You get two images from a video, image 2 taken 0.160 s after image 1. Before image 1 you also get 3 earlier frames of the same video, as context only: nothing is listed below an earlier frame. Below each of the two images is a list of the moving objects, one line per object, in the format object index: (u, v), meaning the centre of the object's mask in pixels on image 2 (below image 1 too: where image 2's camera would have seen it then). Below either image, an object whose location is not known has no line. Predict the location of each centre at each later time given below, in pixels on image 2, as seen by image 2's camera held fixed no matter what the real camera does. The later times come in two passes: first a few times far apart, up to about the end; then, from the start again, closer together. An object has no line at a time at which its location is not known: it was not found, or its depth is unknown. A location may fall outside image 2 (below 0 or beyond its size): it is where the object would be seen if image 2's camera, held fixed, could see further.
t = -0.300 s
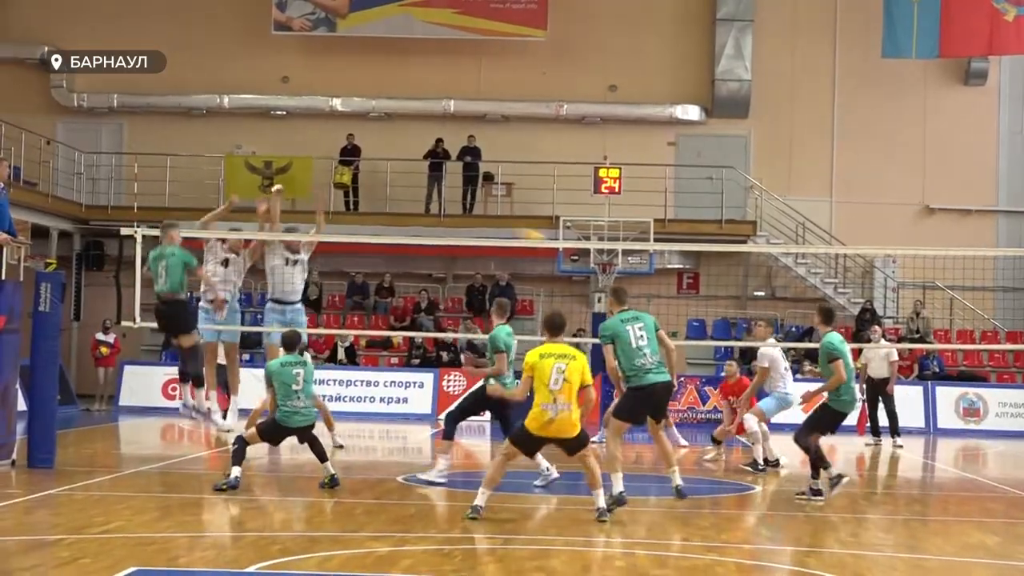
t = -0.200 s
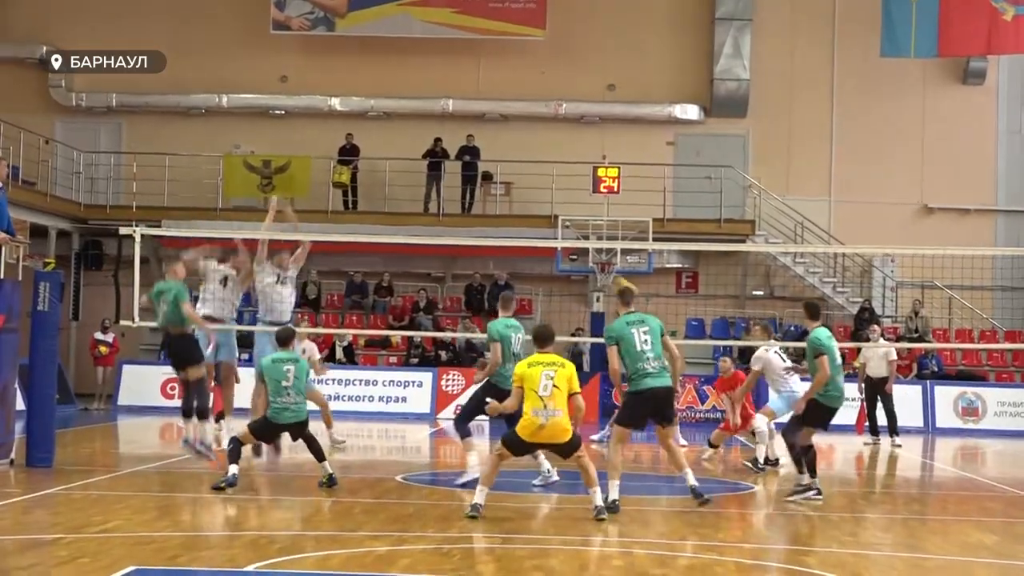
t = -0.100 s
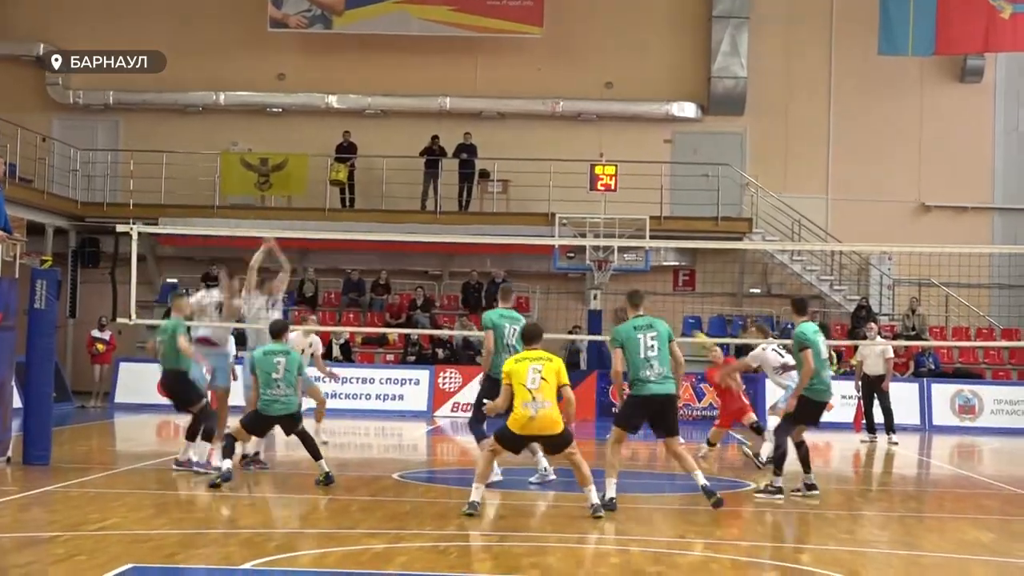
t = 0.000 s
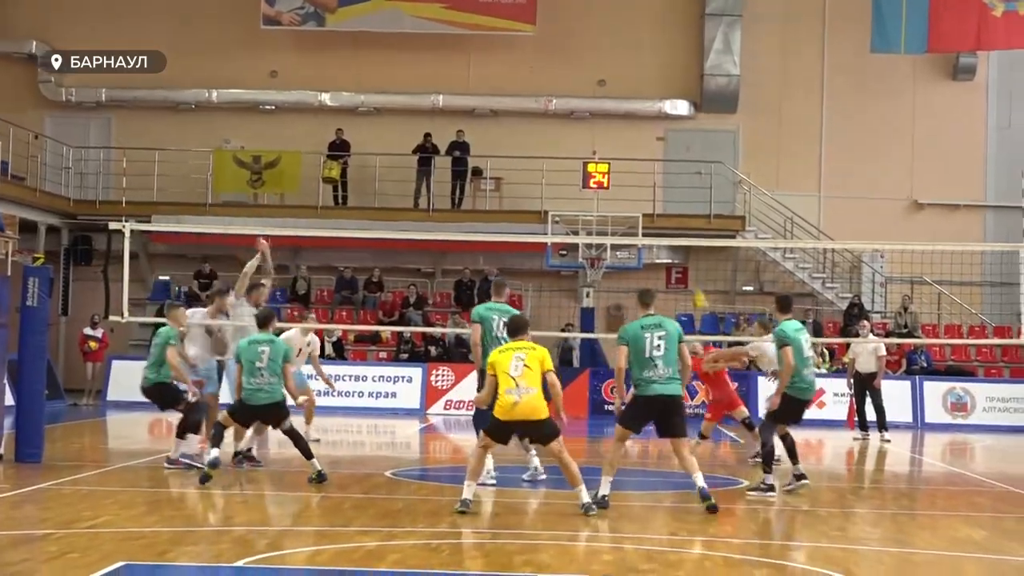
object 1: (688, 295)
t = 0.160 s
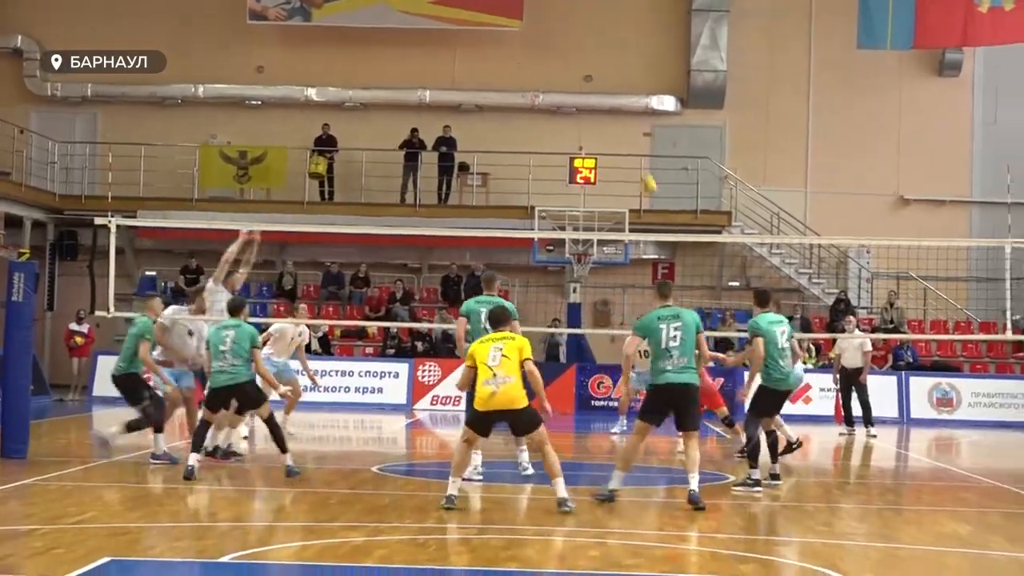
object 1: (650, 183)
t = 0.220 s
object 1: (635, 149)
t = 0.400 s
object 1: (590, 54)
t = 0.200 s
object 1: (640, 161)
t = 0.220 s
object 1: (635, 149)
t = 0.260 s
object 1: (625, 126)
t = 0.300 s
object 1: (614, 106)
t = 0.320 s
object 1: (610, 95)
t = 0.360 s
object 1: (599, 73)
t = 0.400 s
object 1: (590, 54)
